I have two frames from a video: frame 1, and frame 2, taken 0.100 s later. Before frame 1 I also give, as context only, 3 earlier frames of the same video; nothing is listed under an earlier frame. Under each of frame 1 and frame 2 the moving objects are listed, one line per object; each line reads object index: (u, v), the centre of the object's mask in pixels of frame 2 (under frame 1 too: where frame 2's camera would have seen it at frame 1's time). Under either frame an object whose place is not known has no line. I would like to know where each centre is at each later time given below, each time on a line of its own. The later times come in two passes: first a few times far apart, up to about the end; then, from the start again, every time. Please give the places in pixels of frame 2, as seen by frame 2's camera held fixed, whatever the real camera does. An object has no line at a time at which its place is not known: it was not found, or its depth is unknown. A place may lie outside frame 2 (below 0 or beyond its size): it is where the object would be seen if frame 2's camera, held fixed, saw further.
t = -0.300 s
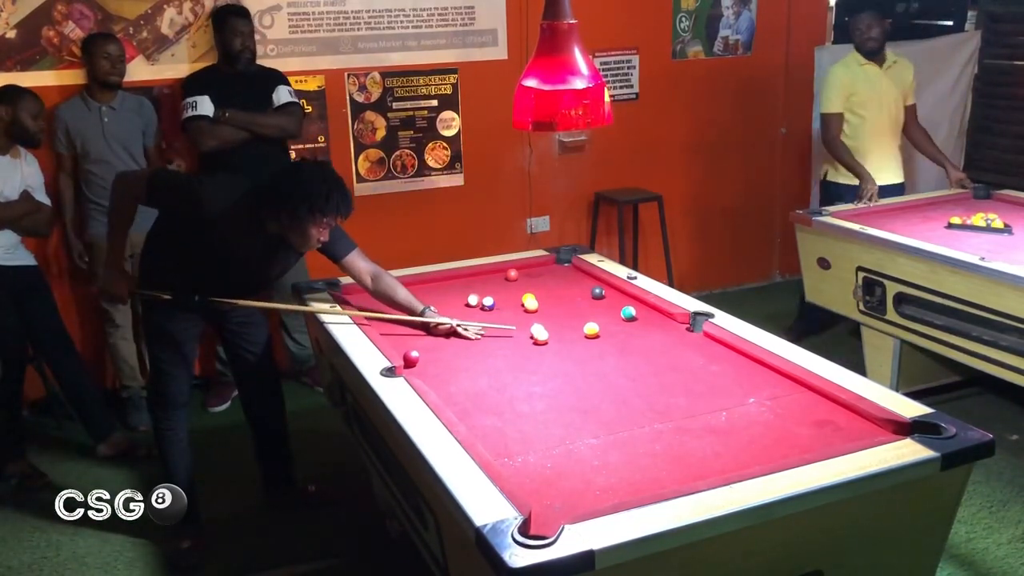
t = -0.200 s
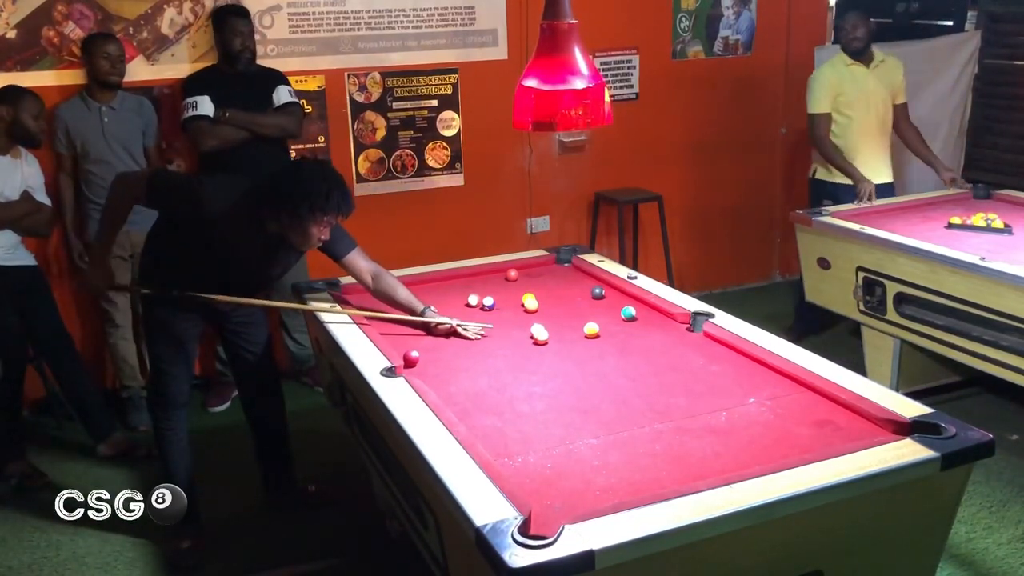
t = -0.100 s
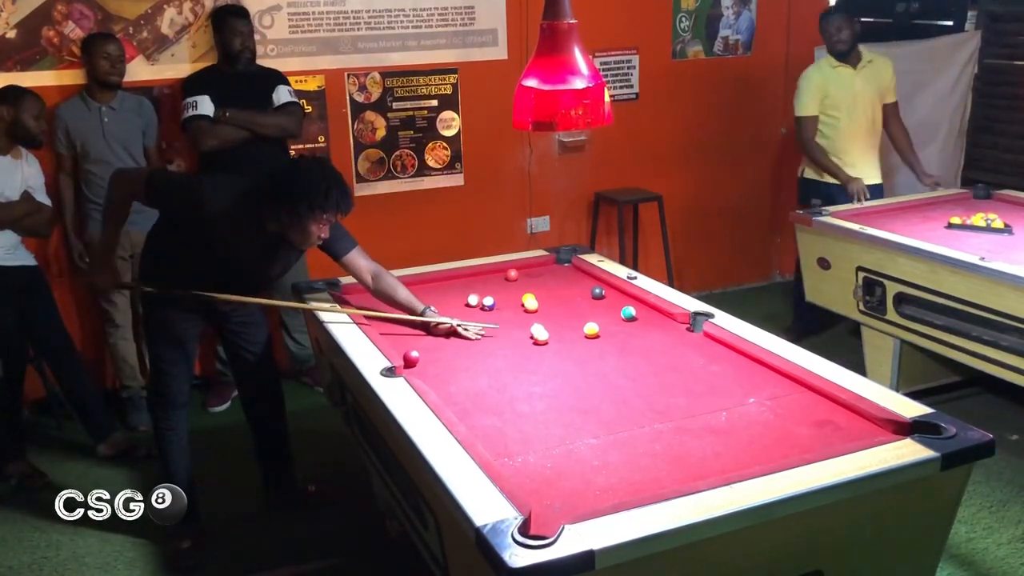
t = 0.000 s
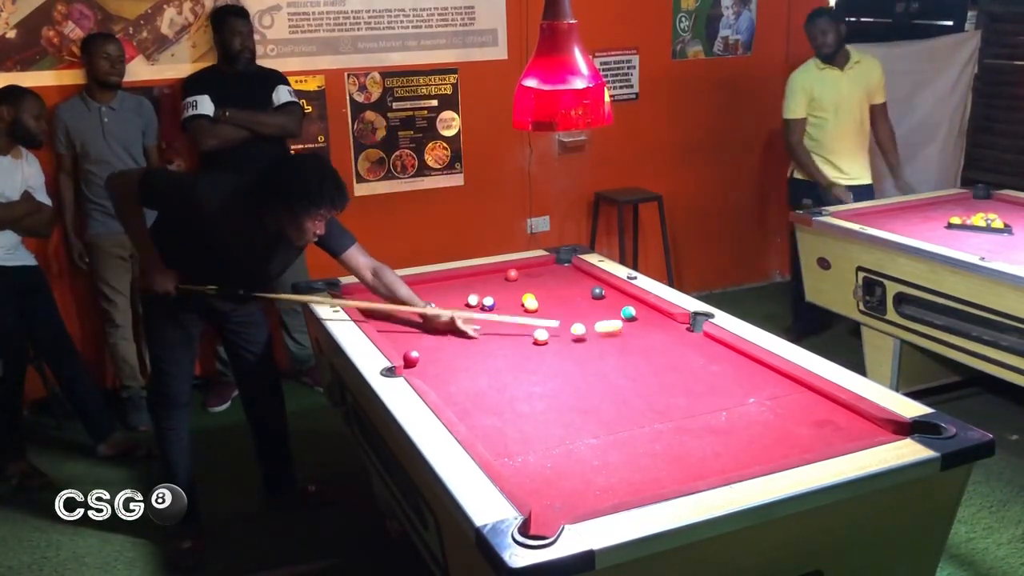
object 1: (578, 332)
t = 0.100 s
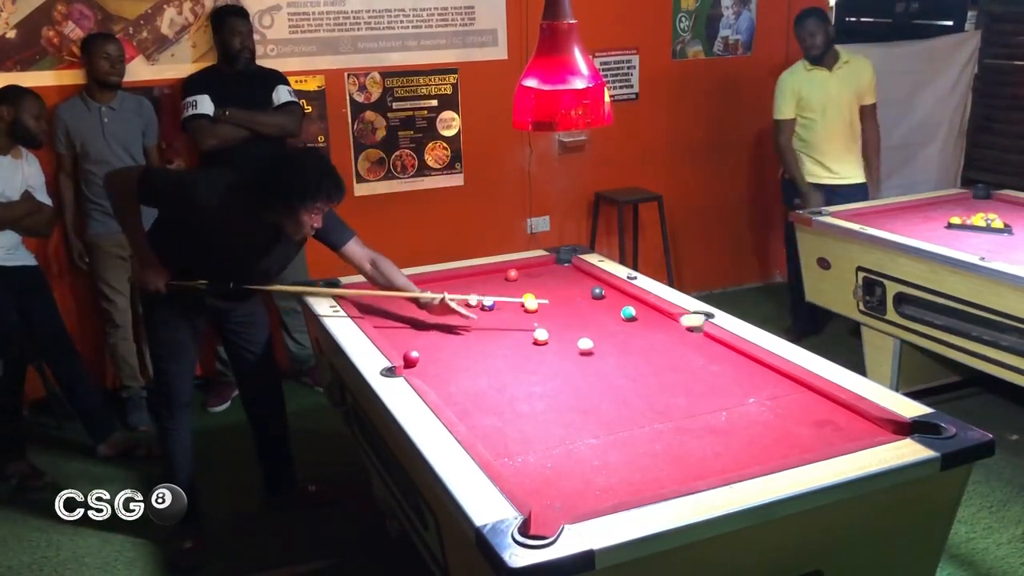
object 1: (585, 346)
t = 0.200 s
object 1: (598, 358)
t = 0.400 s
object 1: (635, 383)
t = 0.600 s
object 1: (677, 410)
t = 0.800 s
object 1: (724, 442)
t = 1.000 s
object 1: (746, 458)
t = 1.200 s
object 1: (713, 446)
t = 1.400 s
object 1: (684, 435)
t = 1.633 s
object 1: (654, 424)
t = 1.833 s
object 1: (630, 416)
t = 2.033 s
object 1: (610, 410)
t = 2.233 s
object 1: (590, 402)
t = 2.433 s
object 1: (573, 396)
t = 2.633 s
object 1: (557, 391)
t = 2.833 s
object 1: (543, 386)
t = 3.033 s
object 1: (530, 382)
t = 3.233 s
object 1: (519, 379)
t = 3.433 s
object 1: (508, 375)
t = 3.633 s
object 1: (499, 373)
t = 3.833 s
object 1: (490, 370)
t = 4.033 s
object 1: (483, 368)
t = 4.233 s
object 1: (476, 367)
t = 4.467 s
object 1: (470, 366)
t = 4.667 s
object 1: (466, 365)
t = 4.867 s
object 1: (462, 365)
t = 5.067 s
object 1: (460, 364)
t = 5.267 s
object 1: (459, 364)
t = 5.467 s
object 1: (459, 365)
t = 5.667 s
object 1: (460, 364)
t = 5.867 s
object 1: (460, 364)
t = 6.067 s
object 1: (460, 364)
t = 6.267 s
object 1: (460, 364)
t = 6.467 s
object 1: (460, 364)
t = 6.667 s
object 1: (459, 365)
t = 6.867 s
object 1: (460, 365)
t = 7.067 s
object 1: (460, 365)
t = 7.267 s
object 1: (460, 364)
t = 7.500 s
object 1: (460, 365)
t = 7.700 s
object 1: (460, 364)
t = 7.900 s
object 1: (460, 364)
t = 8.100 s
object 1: (460, 365)
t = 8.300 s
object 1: (460, 364)
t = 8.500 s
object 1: (460, 364)
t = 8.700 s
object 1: (460, 364)
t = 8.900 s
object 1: (460, 364)
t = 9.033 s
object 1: (460, 365)
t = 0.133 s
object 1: (589, 350)
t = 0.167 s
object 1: (593, 354)
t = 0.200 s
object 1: (598, 358)
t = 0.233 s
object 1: (604, 362)
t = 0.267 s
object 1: (609, 366)
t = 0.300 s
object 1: (616, 371)
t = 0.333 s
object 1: (622, 374)
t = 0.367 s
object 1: (628, 379)
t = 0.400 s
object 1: (635, 383)
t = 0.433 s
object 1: (642, 388)
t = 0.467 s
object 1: (648, 392)
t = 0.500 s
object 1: (656, 396)
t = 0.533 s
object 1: (663, 401)
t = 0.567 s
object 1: (669, 405)
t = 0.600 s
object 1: (677, 410)
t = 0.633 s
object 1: (684, 415)
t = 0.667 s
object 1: (692, 420)
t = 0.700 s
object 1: (700, 425)
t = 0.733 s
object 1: (707, 430)
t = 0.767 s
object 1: (716, 436)
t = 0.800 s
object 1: (724, 442)
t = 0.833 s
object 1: (733, 447)
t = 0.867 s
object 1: (742, 453)
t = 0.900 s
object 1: (750, 457)
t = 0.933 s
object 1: (758, 459)
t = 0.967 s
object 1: (753, 459)
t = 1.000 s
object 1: (746, 458)
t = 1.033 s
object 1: (740, 456)
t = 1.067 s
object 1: (734, 454)
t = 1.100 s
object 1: (729, 452)
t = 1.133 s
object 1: (724, 450)
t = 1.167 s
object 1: (719, 448)
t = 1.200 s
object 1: (713, 446)
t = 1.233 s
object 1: (708, 444)
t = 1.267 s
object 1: (703, 442)
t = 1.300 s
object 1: (698, 440)
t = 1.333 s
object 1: (694, 439)
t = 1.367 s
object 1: (689, 437)
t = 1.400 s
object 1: (684, 435)
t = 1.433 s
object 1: (680, 433)
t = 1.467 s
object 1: (675, 432)
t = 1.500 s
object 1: (671, 430)
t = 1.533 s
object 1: (667, 429)
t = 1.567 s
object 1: (662, 427)
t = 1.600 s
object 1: (658, 425)
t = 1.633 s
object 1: (654, 424)
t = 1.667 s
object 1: (650, 423)
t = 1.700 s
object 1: (646, 421)
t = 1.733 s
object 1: (642, 420)
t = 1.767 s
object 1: (638, 418)
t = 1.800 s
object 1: (634, 417)
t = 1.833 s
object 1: (630, 416)
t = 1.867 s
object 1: (627, 415)
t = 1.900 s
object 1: (623, 414)
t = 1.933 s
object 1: (620, 412)
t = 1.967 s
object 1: (616, 412)
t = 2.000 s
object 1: (613, 411)
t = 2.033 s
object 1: (610, 410)
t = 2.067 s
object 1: (606, 409)
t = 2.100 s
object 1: (603, 408)
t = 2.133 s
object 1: (600, 407)
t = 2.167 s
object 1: (597, 405)
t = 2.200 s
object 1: (593, 404)
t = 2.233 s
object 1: (590, 402)
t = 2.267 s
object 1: (587, 402)
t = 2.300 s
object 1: (584, 400)
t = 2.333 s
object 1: (582, 400)
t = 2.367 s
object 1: (579, 398)
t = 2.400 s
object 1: (576, 397)
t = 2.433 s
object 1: (573, 396)
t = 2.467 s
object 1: (570, 395)
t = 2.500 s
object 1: (568, 394)
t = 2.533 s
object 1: (565, 393)
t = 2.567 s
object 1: (562, 392)
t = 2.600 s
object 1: (560, 392)
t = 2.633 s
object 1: (557, 391)
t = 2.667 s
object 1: (555, 390)
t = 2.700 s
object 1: (552, 390)
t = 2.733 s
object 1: (550, 389)
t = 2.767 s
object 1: (548, 388)
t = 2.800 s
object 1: (545, 387)
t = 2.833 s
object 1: (543, 386)
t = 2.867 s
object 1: (541, 385)
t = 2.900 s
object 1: (539, 385)
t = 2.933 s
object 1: (537, 384)
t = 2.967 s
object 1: (535, 384)
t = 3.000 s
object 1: (532, 383)
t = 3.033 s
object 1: (530, 382)
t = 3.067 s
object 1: (528, 382)
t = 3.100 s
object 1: (526, 381)
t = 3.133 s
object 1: (524, 380)
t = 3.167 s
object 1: (522, 380)
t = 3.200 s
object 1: (521, 379)
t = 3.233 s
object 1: (519, 379)
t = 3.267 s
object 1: (517, 378)
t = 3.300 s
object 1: (515, 377)
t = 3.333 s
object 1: (513, 377)
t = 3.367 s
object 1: (512, 376)
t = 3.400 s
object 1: (510, 376)
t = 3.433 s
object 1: (508, 375)
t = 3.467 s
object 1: (507, 375)
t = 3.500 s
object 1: (505, 374)
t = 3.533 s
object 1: (503, 374)
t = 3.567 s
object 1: (502, 373)
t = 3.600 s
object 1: (501, 373)
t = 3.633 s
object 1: (499, 373)
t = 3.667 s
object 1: (497, 372)
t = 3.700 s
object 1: (496, 372)
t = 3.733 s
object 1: (495, 371)
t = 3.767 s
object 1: (493, 371)
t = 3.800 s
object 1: (492, 371)
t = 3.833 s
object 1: (490, 370)
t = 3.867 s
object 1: (489, 370)
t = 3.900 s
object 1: (487, 370)
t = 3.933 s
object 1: (486, 369)
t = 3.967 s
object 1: (485, 369)
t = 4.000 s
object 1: (484, 369)
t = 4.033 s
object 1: (483, 368)
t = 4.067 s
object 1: (481, 368)
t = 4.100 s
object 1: (480, 368)
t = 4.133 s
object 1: (479, 368)
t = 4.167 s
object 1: (478, 367)
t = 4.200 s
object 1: (477, 367)
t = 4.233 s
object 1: (476, 367)
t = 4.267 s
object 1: (475, 367)
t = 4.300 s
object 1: (474, 367)
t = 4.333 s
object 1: (473, 367)
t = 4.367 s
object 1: (472, 366)
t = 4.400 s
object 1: (471, 366)
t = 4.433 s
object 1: (470, 366)
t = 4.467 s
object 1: (470, 366)
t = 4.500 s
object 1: (469, 366)
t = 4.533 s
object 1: (468, 366)
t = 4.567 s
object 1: (467, 365)
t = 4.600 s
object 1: (467, 365)
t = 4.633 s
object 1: (466, 365)
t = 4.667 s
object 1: (466, 365)
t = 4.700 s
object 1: (465, 365)
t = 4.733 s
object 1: (464, 365)
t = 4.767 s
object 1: (464, 365)
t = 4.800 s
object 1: (463, 364)
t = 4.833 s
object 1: (463, 364)
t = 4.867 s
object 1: (462, 365)
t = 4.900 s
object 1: (462, 364)
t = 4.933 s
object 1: (461, 364)
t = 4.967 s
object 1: (461, 364)
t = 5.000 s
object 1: (460, 364)
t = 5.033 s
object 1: (460, 364)
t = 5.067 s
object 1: (460, 364)
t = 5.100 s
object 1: (459, 364)
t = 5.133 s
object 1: (459, 364)
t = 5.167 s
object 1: (459, 364)
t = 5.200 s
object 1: (459, 364)
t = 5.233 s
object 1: (459, 364)
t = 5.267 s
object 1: (459, 364)
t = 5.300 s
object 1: (459, 364)
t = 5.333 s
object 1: (459, 365)
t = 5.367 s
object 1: (459, 365)
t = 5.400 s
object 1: (459, 365)
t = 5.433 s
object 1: (459, 365)
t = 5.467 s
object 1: (459, 365)
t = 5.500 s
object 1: (460, 365)
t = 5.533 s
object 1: (460, 364)
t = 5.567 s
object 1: (460, 364)
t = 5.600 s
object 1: (460, 364)
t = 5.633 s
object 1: (460, 364)
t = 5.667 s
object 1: (460, 364)
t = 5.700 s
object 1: (460, 364)
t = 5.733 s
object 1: (460, 364)
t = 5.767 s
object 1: (460, 364)
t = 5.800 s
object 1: (460, 364)
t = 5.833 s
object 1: (460, 364)
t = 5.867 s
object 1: (460, 364)
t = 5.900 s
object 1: (460, 364)
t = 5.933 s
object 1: (460, 364)
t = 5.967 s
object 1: (460, 364)
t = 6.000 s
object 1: (460, 364)
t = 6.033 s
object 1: (460, 364)
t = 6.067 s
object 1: (460, 364)
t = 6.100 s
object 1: (460, 364)
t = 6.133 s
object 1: (460, 364)
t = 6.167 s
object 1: (460, 364)
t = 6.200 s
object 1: (460, 364)
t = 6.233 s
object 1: (460, 364)
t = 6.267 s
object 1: (460, 364)
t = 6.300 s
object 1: (460, 364)
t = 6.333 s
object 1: (460, 364)
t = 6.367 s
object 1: (460, 364)
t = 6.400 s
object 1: (460, 364)
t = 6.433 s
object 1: (460, 364)
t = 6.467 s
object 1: (460, 364)
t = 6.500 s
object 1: (460, 365)
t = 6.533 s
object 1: (460, 365)
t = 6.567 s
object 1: (459, 365)
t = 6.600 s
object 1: (459, 365)
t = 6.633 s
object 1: (459, 365)
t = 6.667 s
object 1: (459, 365)
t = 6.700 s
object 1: (459, 365)
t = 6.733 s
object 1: (459, 365)
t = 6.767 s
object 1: (460, 365)
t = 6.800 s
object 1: (459, 365)
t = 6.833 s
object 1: (460, 365)
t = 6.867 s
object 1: (460, 365)
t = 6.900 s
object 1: (460, 364)
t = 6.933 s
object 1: (460, 364)
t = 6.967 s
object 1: (460, 365)
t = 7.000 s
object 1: (460, 364)
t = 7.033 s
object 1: (460, 364)
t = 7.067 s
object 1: (460, 365)
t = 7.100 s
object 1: (460, 365)
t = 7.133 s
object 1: (460, 365)
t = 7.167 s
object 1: (460, 365)
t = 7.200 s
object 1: (460, 365)
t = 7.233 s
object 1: (460, 365)
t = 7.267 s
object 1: (460, 364)
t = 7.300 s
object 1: (460, 364)
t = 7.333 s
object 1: (460, 364)
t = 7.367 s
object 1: (460, 364)
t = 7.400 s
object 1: (460, 364)
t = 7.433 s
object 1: (460, 365)
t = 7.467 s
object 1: (460, 365)
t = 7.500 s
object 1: (460, 365)
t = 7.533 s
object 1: (460, 364)
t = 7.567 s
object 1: (460, 364)
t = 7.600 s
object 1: (460, 364)
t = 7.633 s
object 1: (460, 364)
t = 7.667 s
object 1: (460, 364)
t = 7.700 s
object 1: (460, 364)
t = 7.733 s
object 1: (460, 364)
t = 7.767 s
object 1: (460, 364)
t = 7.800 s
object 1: (460, 364)
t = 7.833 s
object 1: (460, 364)
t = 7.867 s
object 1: (460, 364)
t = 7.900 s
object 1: (460, 364)
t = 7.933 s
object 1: (460, 364)
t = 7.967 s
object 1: (460, 364)
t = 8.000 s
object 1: (460, 364)
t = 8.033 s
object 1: (460, 364)
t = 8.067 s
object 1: (460, 365)
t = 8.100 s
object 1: (460, 365)
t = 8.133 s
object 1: (460, 364)
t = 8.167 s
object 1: (460, 364)
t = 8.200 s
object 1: (460, 364)
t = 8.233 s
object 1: (460, 364)
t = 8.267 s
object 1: (460, 364)
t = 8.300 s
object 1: (460, 364)
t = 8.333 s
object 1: (460, 365)
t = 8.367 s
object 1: (460, 365)
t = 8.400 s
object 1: (460, 365)
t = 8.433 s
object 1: (460, 364)
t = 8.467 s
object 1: (460, 365)
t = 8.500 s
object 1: (460, 364)
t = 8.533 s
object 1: (460, 364)
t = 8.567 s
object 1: (460, 364)
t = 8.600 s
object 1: (460, 364)
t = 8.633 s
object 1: (460, 364)
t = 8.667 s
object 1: (460, 364)
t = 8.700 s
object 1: (460, 364)
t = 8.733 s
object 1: (460, 364)
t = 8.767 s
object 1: (460, 364)
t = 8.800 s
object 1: (460, 365)
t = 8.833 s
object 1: (460, 364)
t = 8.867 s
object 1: (460, 364)
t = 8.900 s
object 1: (460, 364)
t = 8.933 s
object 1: (460, 364)
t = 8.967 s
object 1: (460, 364)
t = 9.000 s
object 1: (460, 364)
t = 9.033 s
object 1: (460, 365)
